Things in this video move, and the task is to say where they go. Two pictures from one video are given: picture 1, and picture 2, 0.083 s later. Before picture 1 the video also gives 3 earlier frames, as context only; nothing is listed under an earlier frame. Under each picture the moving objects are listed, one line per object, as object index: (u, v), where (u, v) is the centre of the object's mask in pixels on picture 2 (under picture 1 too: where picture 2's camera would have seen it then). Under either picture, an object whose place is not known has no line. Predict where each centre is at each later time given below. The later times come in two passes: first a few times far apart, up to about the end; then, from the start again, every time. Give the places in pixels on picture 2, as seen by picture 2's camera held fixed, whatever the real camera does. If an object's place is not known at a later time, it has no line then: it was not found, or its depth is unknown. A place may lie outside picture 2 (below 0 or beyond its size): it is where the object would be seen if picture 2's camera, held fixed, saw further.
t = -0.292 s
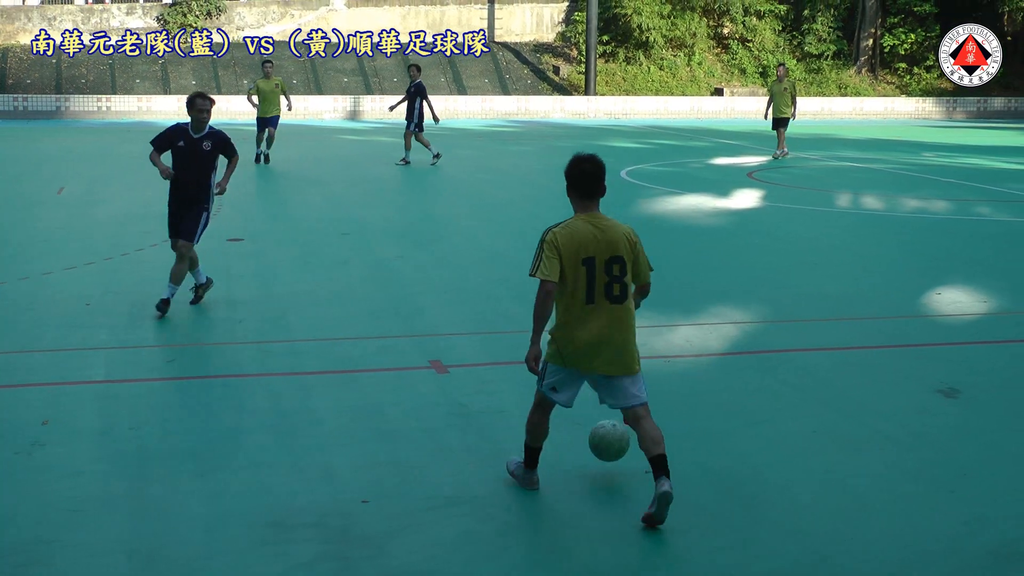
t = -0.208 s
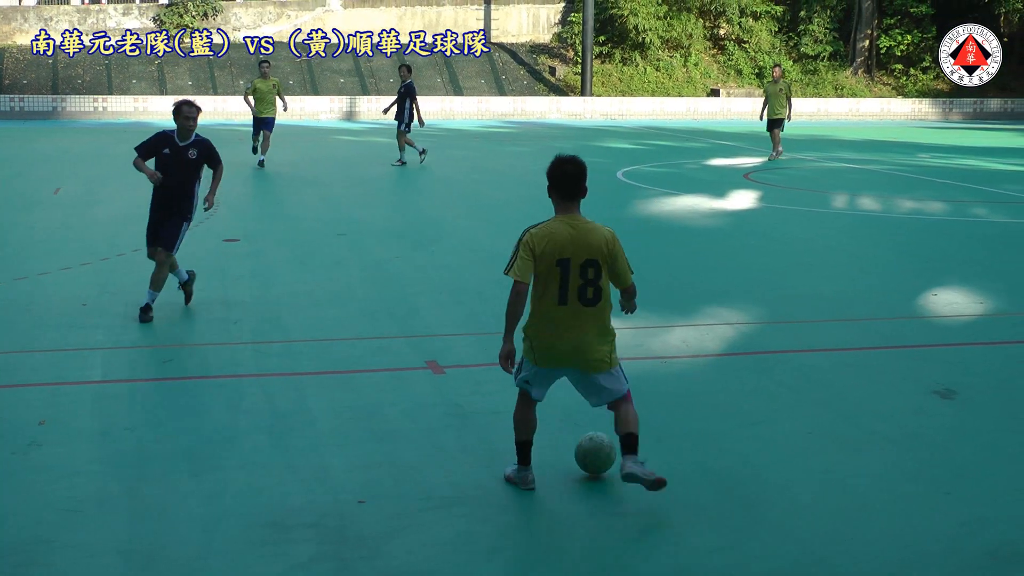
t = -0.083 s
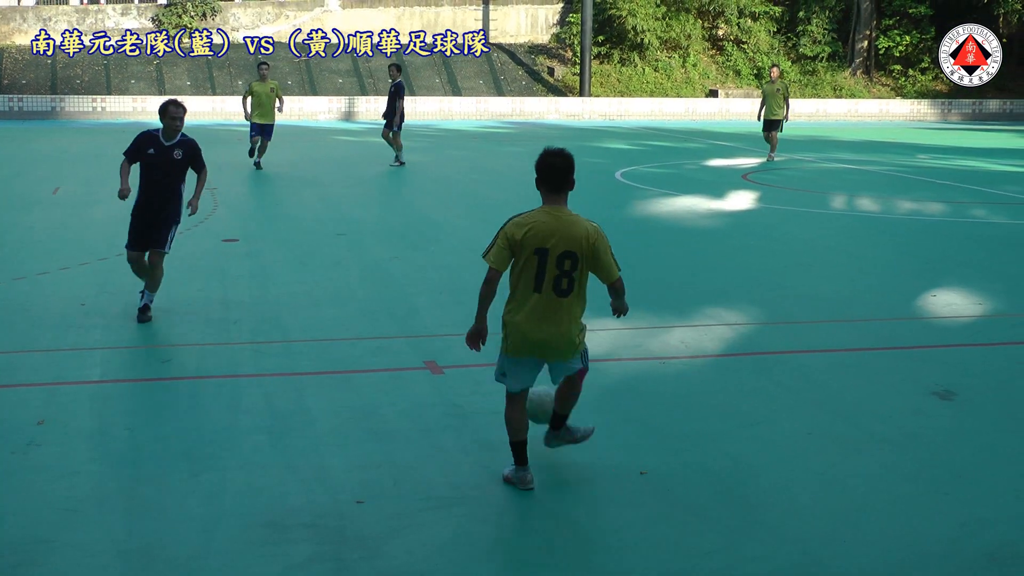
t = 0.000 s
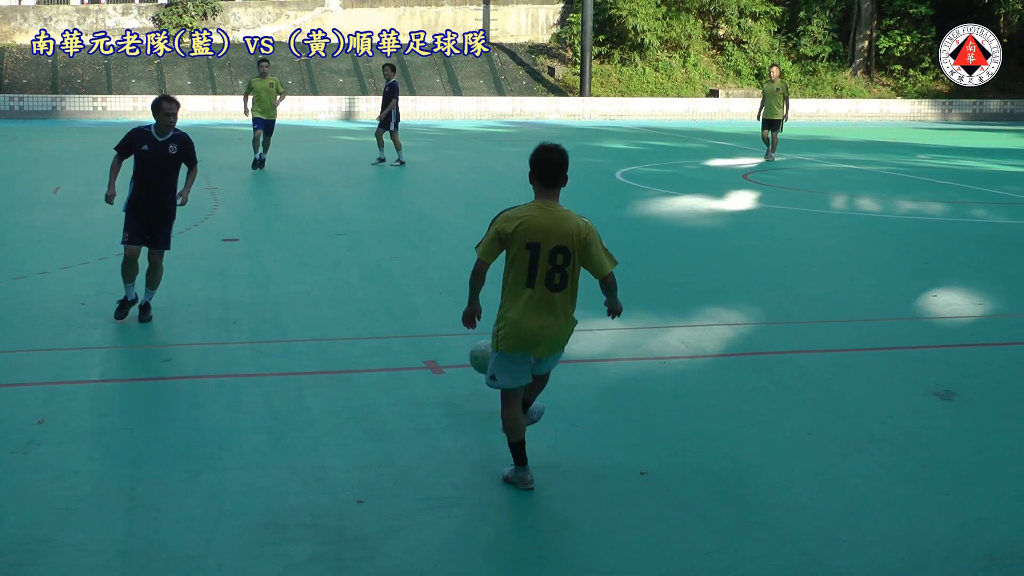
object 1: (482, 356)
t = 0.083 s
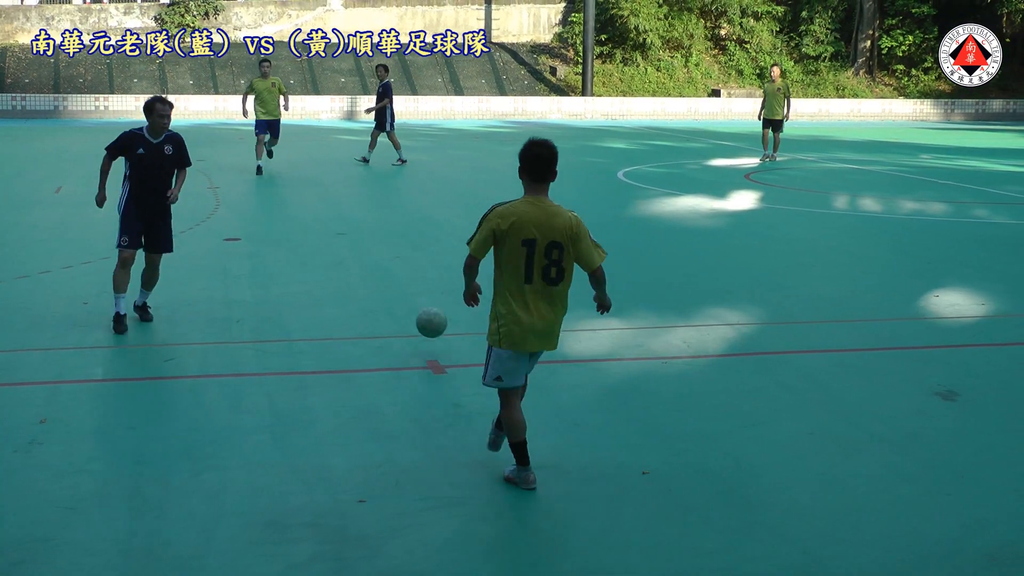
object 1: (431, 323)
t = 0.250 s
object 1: (366, 291)
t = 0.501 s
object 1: (302, 249)
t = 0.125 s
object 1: (412, 315)
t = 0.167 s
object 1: (394, 311)
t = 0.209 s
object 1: (378, 307)
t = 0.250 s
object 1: (366, 291)
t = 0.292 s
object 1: (355, 278)
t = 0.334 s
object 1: (344, 267)
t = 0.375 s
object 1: (334, 259)
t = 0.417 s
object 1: (325, 255)
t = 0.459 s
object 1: (315, 251)
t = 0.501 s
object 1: (302, 249)
